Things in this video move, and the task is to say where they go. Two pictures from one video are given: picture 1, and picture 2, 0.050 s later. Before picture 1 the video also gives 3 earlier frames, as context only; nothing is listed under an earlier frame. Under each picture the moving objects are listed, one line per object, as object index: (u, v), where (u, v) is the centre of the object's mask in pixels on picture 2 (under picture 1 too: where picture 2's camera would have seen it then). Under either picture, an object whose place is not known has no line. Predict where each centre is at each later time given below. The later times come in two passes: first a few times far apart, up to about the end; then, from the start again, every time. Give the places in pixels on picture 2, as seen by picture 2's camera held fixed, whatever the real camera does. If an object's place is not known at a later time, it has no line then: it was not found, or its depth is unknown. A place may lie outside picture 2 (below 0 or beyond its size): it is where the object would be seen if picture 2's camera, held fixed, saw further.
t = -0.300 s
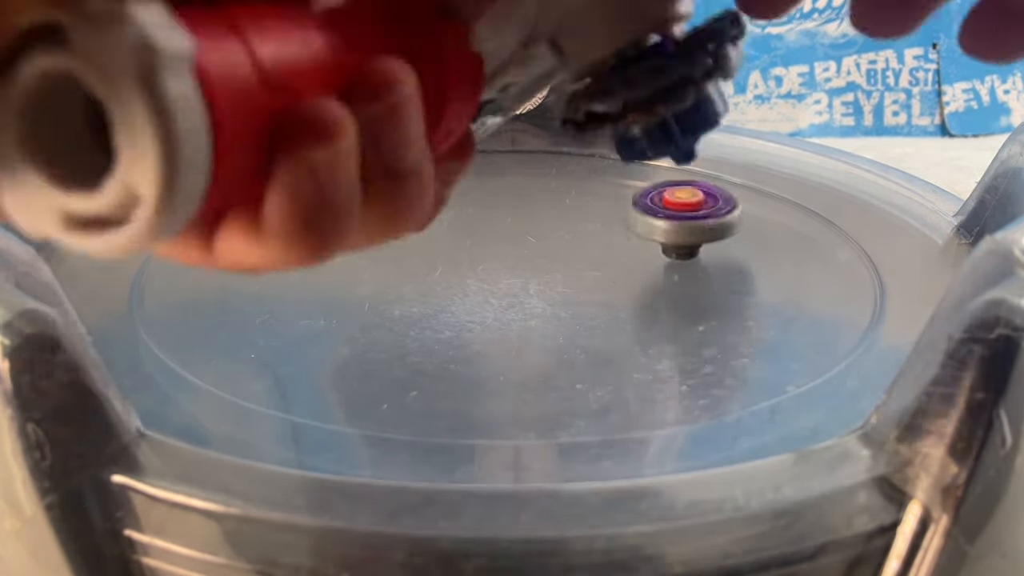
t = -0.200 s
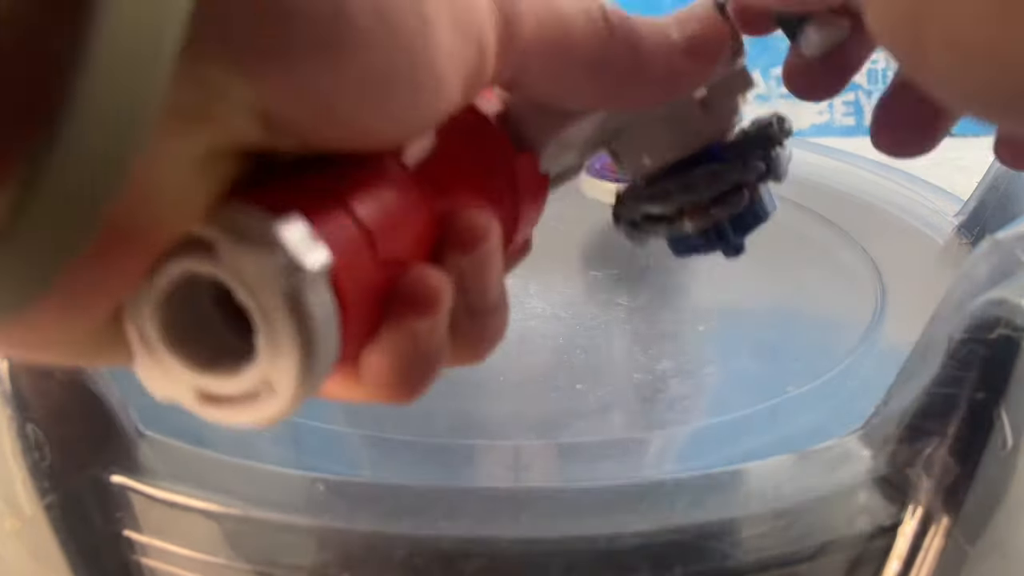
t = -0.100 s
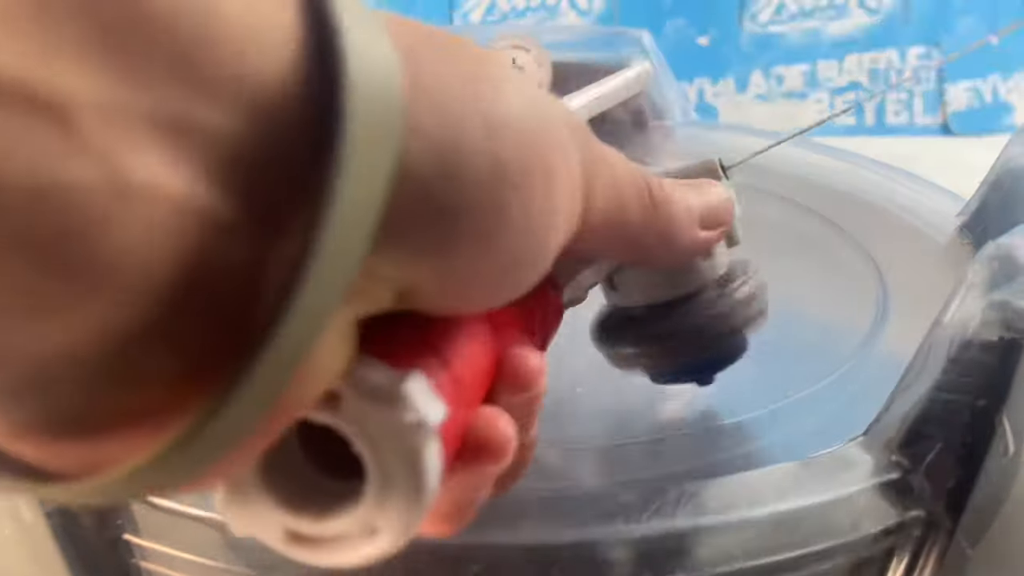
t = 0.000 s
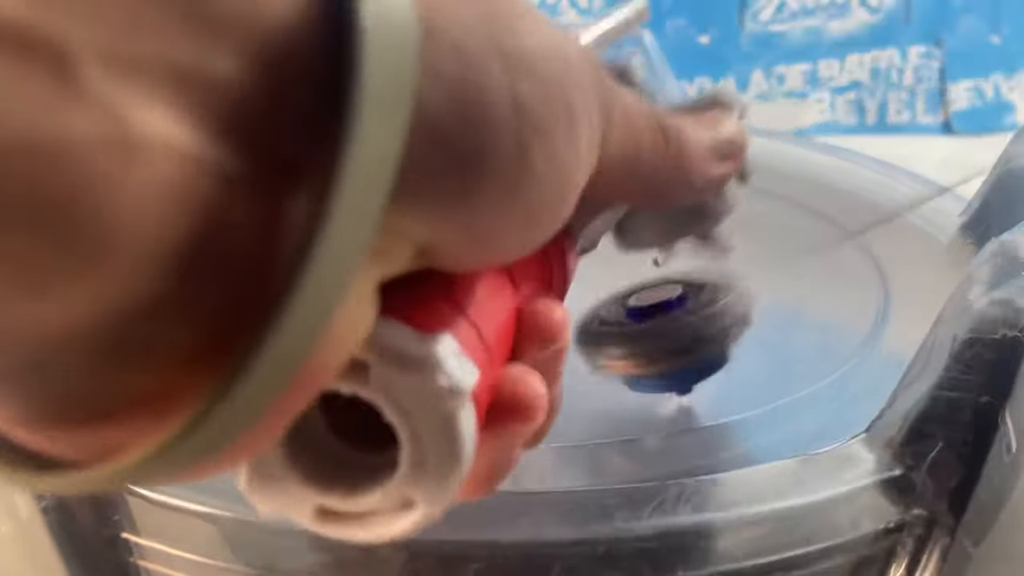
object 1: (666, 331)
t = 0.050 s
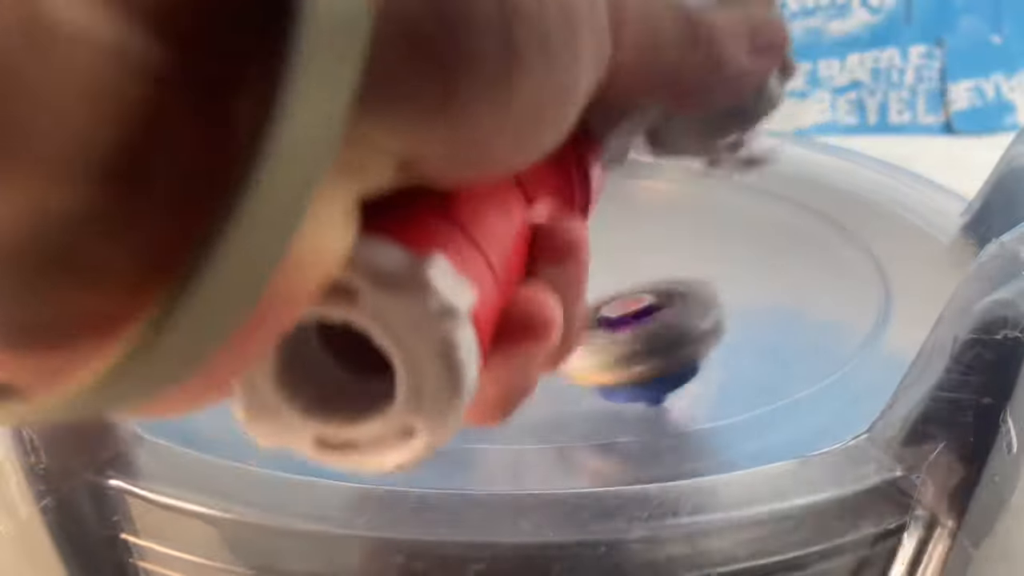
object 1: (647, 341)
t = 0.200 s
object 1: (505, 292)
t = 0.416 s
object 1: (505, 123)
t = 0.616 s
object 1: (632, 158)
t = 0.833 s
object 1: (671, 234)
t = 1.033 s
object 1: (484, 237)
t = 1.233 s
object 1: (321, 170)
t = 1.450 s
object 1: (345, 139)
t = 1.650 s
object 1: (496, 133)
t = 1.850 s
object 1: (696, 203)
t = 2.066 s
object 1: (587, 270)
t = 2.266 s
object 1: (219, 232)
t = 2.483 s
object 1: (293, 152)
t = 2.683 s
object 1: (540, 129)
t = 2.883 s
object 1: (763, 251)
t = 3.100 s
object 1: (344, 383)
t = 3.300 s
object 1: (270, 340)
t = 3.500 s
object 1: (429, 284)
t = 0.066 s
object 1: (630, 340)
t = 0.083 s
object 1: (611, 337)
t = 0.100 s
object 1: (596, 335)
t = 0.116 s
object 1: (579, 332)
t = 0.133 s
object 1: (563, 326)
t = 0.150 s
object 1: (546, 320)
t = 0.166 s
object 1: (532, 312)
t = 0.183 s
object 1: (517, 303)
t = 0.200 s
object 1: (505, 292)
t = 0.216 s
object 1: (495, 281)
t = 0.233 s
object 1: (487, 268)
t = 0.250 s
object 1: (482, 255)
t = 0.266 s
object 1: (476, 241)
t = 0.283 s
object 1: (478, 226)
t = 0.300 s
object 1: (478, 211)
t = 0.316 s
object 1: (479, 196)
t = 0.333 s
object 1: (481, 181)
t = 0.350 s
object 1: (484, 167)
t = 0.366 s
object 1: (488, 154)
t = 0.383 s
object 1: (492, 144)
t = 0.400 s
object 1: (497, 134)
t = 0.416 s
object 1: (505, 123)
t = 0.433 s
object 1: (514, 113)
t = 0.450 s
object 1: (521, 105)
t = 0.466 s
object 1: (531, 101)
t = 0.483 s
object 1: (542, 105)
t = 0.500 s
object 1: (553, 112)
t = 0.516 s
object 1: (564, 118)
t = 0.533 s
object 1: (574, 125)
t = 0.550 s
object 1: (586, 129)
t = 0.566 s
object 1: (598, 137)
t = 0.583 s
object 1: (608, 144)
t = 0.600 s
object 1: (620, 151)
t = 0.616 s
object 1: (632, 158)
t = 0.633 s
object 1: (646, 164)
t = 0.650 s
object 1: (659, 172)
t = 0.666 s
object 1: (671, 179)
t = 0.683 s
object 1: (687, 186)
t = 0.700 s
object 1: (697, 192)
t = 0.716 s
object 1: (698, 198)
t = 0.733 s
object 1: (698, 203)
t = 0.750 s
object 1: (696, 210)
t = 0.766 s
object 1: (695, 215)
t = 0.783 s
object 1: (692, 220)
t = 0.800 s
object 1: (687, 226)
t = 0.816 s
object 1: (681, 229)
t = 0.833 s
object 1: (671, 234)
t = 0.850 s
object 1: (661, 238)
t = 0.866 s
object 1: (648, 242)
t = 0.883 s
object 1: (634, 245)
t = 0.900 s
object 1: (618, 248)
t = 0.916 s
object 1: (602, 249)
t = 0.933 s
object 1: (585, 251)
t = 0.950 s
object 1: (568, 250)
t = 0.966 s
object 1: (550, 250)
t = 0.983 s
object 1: (532, 248)
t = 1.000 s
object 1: (516, 244)
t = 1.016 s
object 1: (500, 240)
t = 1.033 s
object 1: (484, 237)
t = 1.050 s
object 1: (469, 233)
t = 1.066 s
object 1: (457, 227)
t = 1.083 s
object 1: (447, 220)
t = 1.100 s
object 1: (437, 214)
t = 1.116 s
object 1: (427, 207)
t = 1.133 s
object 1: (405, 203)
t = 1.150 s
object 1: (386, 198)
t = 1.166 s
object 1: (369, 192)
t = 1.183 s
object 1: (356, 185)
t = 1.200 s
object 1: (341, 180)
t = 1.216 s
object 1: (330, 174)
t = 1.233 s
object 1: (321, 170)
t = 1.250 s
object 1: (315, 166)
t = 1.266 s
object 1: (309, 160)
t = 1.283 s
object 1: (306, 156)
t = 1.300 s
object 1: (304, 155)
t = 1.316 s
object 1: (303, 152)
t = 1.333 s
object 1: (303, 150)
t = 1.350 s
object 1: (306, 148)
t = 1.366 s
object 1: (309, 146)
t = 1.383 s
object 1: (314, 144)
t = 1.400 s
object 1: (320, 143)
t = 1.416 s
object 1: (327, 141)
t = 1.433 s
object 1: (336, 140)
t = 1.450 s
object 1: (345, 139)
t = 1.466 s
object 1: (354, 138)
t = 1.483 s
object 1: (365, 137)
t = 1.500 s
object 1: (375, 137)
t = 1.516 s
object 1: (387, 136)
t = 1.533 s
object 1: (398, 136)
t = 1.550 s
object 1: (410, 134)
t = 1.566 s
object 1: (423, 134)
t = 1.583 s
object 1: (436, 134)
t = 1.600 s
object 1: (451, 133)
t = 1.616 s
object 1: (464, 134)
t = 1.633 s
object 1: (480, 133)
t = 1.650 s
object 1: (496, 133)
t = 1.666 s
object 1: (515, 132)
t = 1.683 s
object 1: (534, 134)
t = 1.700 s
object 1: (554, 135)
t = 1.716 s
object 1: (573, 136)
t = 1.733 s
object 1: (592, 142)
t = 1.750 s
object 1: (609, 147)
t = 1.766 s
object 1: (627, 155)
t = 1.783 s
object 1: (645, 163)
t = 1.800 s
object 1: (661, 175)
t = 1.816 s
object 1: (676, 186)
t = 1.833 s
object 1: (688, 195)
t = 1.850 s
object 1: (696, 203)
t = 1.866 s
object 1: (703, 208)
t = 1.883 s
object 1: (706, 210)
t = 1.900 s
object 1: (707, 212)
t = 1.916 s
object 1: (706, 212)
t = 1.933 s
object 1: (704, 215)
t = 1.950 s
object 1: (696, 220)
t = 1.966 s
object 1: (691, 223)
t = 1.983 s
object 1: (682, 230)
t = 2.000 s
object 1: (669, 237)
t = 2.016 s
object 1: (654, 246)
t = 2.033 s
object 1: (636, 254)
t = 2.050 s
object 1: (613, 263)
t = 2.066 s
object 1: (587, 270)
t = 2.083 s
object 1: (557, 277)
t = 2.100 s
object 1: (525, 282)
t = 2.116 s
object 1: (491, 286)
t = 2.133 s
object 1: (456, 286)
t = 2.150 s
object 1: (422, 284)
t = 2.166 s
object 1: (388, 281)
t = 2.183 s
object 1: (353, 276)
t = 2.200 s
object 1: (322, 271)
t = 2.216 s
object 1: (292, 262)
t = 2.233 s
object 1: (264, 254)
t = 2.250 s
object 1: (240, 244)
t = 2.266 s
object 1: (219, 232)
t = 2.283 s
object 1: (201, 221)
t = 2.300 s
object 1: (187, 211)
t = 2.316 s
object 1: (177, 202)
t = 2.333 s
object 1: (167, 189)
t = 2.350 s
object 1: (172, 177)
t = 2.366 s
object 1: (182, 170)
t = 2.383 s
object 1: (192, 169)
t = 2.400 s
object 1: (208, 168)
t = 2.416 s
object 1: (226, 165)
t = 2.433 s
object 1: (243, 162)
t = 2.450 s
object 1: (260, 159)
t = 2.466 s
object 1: (277, 156)
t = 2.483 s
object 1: (293, 152)
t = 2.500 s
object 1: (311, 148)
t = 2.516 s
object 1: (329, 144)
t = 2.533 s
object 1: (346, 140)
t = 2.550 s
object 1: (364, 135)
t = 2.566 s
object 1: (383, 132)
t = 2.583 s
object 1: (403, 127)
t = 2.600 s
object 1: (424, 125)
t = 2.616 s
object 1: (446, 123)
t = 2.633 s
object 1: (469, 123)
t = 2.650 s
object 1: (492, 124)
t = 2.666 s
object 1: (516, 126)
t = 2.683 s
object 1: (540, 129)
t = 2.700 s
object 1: (563, 132)
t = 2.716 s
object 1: (585, 134)
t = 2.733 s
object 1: (608, 142)
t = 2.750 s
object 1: (630, 151)
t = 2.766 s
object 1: (652, 159)
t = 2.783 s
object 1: (673, 168)
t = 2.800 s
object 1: (693, 180)
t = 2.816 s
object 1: (712, 193)
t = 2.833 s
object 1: (729, 207)
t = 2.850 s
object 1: (742, 221)
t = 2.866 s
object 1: (753, 235)
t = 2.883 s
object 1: (763, 251)
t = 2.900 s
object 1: (767, 267)
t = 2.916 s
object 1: (768, 283)
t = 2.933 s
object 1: (762, 299)
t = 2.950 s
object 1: (752, 314)
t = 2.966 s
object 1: (735, 329)
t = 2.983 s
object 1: (709, 344)
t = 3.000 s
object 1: (679, 358)
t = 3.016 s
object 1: (639, 366)
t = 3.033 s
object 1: (587, 361)
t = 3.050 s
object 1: (528, 368)
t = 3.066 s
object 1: (471, 382)
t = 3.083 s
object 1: (410, 381)
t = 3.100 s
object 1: (344, 383)
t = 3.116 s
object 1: (275, 382)
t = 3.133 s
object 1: (207, 373)
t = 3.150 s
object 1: (163, 352)
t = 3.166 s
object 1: (162, 326)
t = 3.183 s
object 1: (162, 312)
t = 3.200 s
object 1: (166, 313)
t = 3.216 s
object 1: (178, 317)
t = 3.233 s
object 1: (197, 330)
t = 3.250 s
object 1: (219, 353)
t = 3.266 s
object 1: (236, 348)
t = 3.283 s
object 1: (253, 342)
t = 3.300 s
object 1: (270, 340)
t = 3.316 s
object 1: (286, 340)
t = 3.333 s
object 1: (302, 336)
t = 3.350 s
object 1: (318, 332)
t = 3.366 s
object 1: (332, 327)
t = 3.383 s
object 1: (345, 324)
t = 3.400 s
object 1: (358, 318)
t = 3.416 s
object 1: (370, 313)
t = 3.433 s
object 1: (381, 306)
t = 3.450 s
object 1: (391, 301)
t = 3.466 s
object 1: (403, 295)
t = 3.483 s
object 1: (415, 289)
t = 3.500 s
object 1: (429, 284)
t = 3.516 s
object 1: (443, 278)
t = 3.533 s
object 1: (458, 274)
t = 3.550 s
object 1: (474, 269)
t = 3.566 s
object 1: (490, 264)
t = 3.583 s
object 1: (508, 259)
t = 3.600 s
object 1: (525, 255)
